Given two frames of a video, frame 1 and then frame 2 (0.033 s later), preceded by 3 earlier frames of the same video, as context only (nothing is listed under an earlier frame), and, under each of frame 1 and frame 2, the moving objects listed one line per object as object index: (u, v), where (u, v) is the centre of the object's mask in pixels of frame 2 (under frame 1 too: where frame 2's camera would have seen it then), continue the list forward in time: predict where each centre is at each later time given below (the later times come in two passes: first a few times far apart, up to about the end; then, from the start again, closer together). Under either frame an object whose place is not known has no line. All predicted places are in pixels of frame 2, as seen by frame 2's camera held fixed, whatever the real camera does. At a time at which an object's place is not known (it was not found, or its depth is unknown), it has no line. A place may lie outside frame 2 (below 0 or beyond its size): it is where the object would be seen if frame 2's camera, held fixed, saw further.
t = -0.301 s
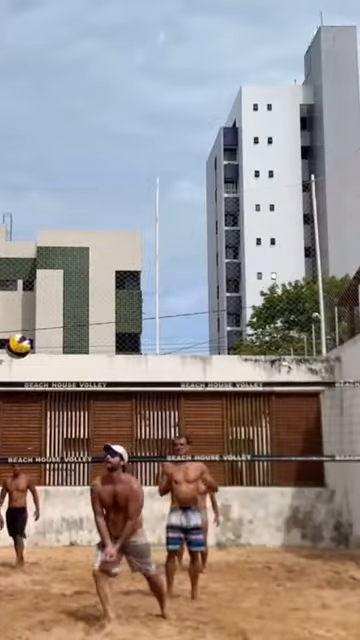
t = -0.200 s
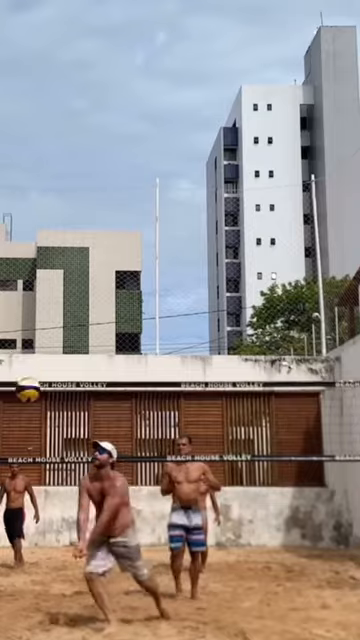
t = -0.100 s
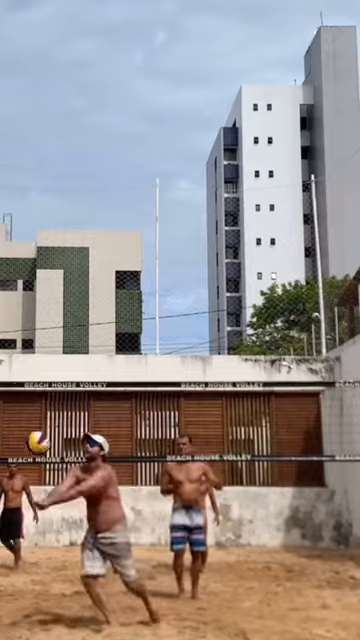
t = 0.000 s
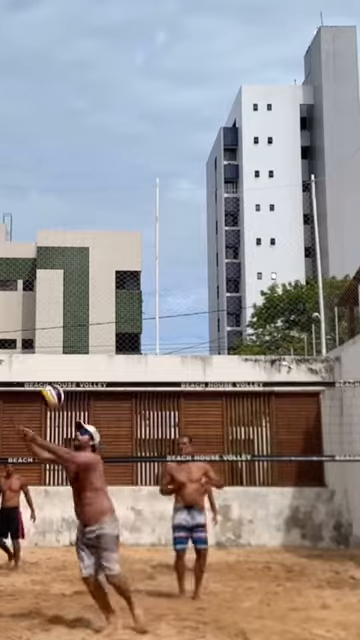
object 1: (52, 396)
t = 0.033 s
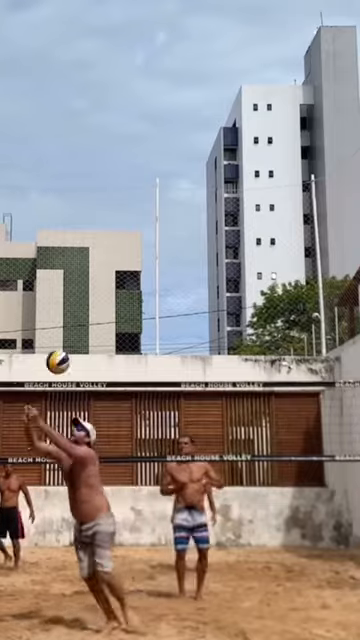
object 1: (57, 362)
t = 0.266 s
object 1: (94, 170)
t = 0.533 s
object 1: (132, 43)
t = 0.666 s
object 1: (149, 10)
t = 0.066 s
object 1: (63, 328)
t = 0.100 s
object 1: (68, 297)
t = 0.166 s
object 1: (79, 242)
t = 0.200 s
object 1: (84, 216)
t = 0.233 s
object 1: (90, 192)
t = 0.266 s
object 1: (94, 170)
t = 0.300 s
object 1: (100, 149)
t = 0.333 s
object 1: (104, 130)
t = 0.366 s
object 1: (109, 112)
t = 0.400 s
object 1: (114, 95)
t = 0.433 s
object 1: (118, 80)
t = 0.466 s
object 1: (123, 66)
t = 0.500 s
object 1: (127, 54)
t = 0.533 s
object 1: (132, 43)
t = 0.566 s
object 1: (136, 32)
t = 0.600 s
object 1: (141, 24)
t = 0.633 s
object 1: (145, 16)
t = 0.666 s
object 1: (149, 10)
